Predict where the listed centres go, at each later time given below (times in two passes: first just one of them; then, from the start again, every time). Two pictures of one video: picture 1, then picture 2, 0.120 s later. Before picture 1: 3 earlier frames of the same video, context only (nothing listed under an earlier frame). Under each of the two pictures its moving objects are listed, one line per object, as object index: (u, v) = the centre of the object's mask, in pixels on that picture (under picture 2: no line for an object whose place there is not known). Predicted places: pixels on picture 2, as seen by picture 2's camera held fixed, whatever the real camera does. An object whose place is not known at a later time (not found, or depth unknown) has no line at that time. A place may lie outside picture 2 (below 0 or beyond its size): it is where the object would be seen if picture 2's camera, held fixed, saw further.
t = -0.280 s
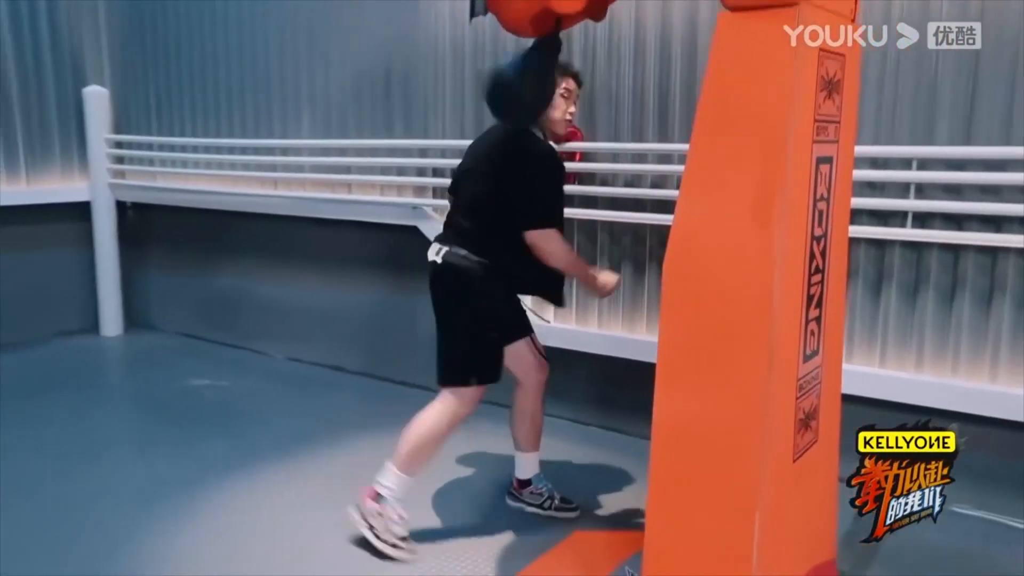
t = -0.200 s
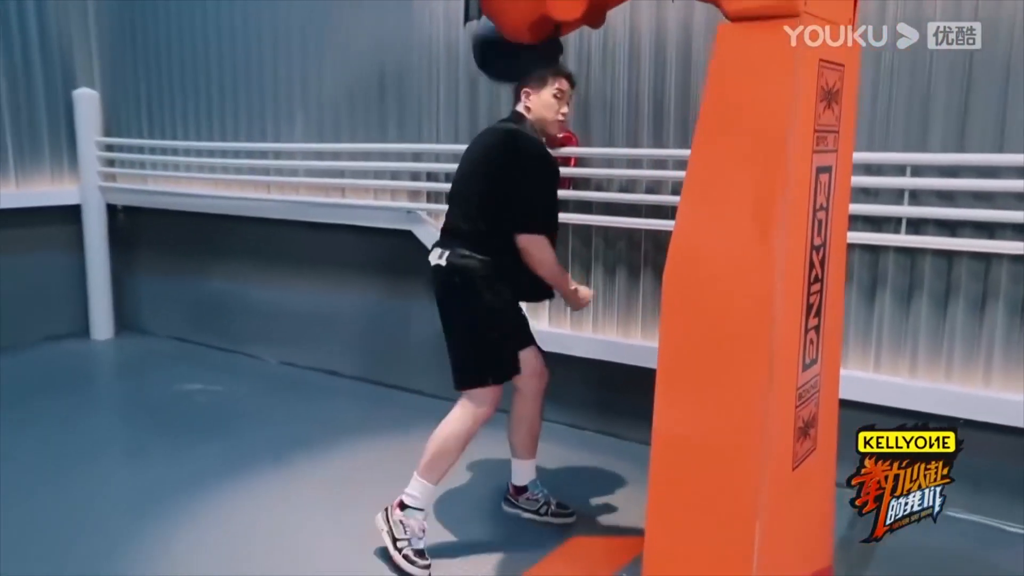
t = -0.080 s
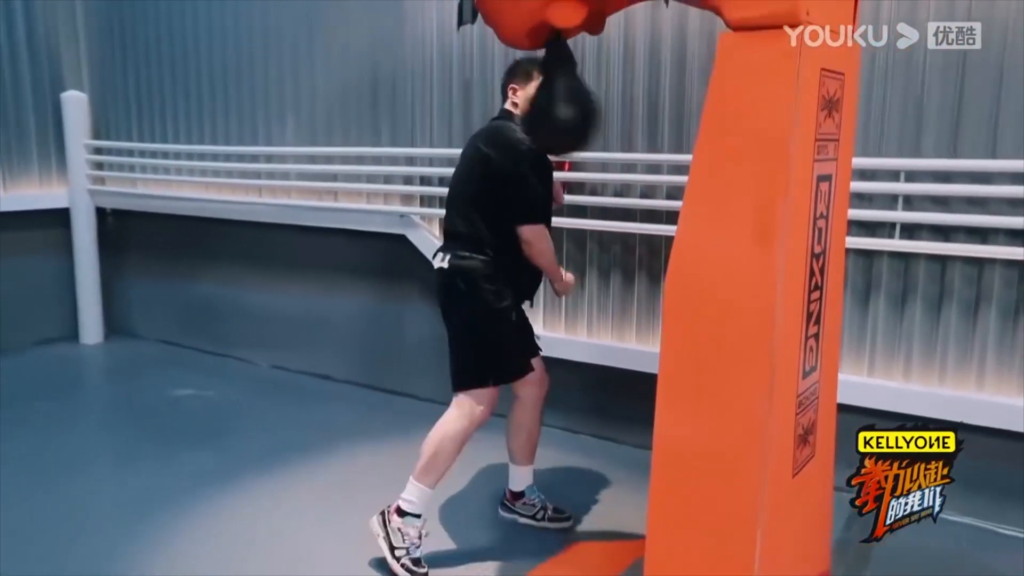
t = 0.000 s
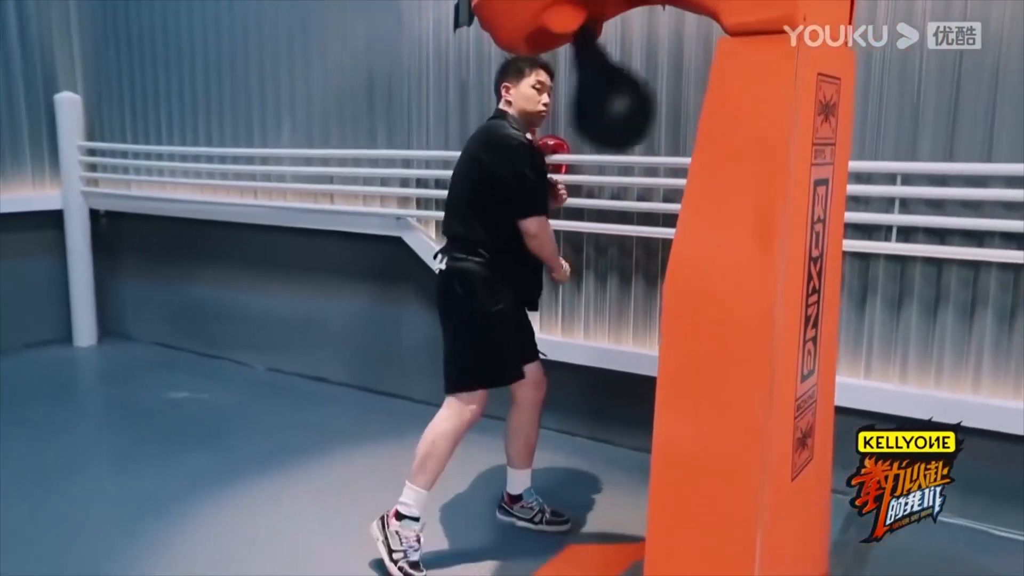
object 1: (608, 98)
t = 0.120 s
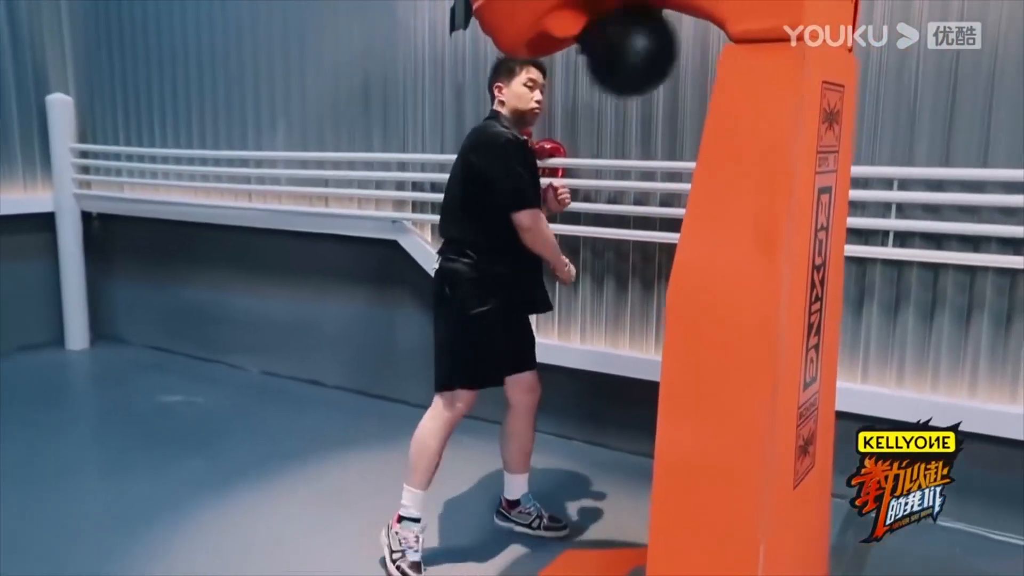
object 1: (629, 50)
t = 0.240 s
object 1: (570, 94)
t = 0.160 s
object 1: (612, 64)
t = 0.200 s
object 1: (592, 85)
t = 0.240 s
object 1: (570, 94)
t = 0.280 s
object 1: (548, 97)
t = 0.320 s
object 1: (529, 95)
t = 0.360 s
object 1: (516, 90)
